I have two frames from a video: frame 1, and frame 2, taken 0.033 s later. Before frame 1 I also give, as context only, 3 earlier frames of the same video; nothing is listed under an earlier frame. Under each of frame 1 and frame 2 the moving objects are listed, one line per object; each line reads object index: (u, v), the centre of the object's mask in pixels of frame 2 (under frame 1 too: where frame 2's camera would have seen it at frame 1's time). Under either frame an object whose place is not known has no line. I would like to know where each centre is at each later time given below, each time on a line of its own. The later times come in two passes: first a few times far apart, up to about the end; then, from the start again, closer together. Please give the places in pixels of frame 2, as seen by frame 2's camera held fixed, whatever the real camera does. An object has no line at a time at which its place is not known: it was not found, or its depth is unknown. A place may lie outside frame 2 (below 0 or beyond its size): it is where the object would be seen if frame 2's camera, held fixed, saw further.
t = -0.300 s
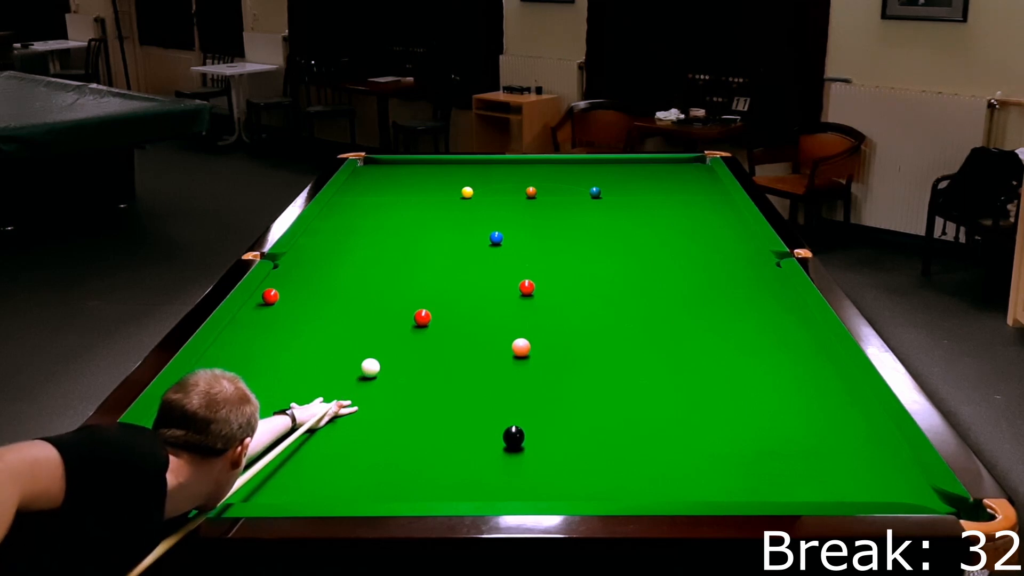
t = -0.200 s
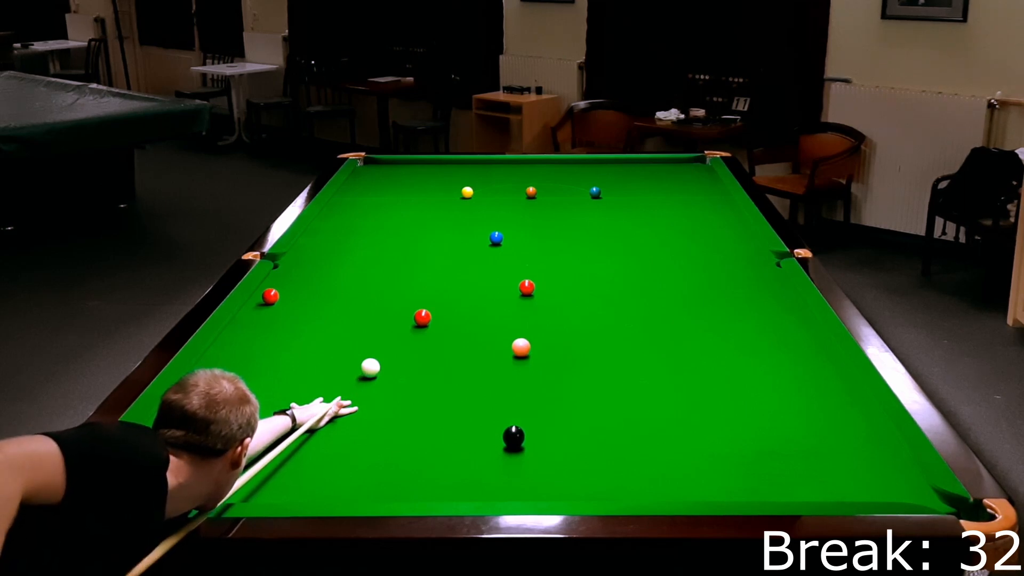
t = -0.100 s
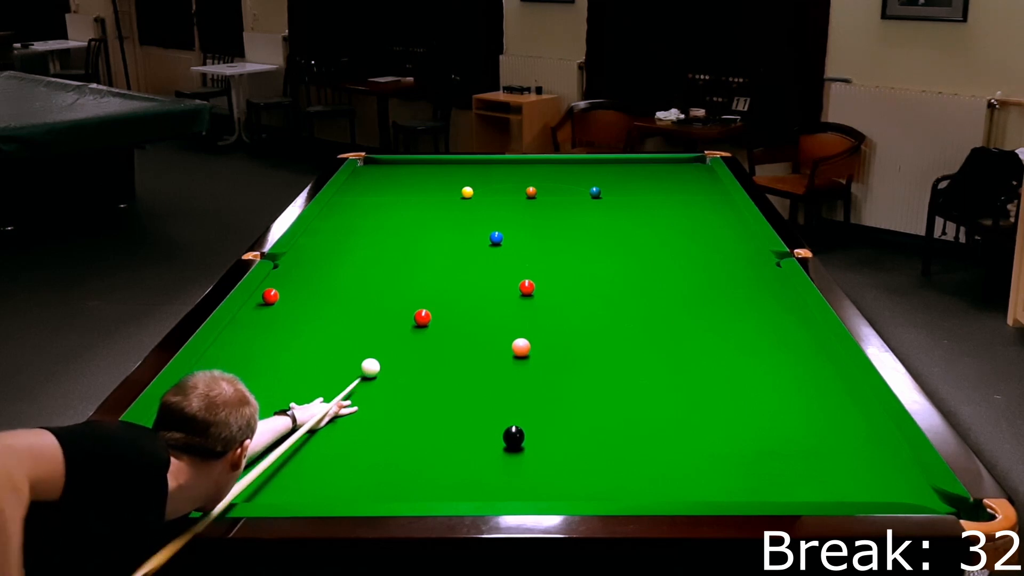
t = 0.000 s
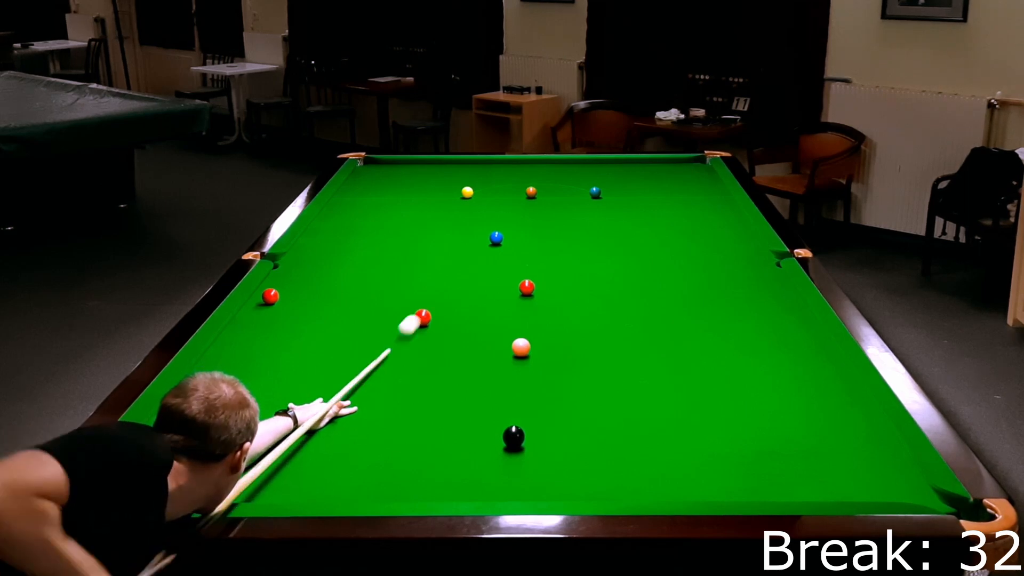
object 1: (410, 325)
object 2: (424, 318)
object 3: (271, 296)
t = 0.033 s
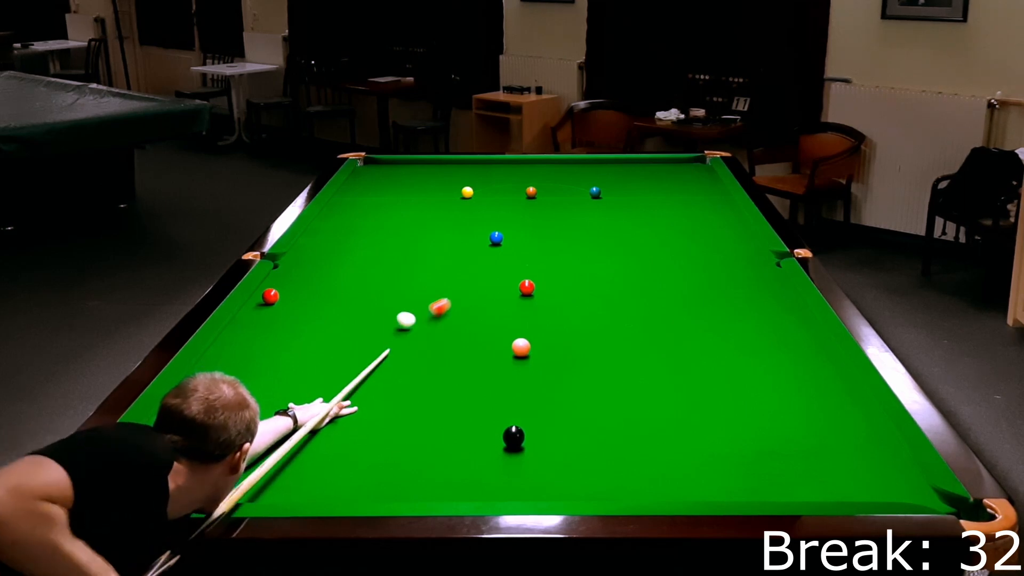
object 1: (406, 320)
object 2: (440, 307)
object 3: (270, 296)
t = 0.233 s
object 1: (359, 310)
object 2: (547, 249)
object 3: (270, 296)
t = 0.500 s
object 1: (308, 302)
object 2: (639, 199)
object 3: (271, 296)
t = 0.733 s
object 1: (280, 299)
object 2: (692, 170)
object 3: (261, 294)
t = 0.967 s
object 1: (267, 298)
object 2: (706, 170)
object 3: (285, 290)
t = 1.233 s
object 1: (258, 298)
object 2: (718, 191)
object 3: (309, 286)
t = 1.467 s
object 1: (262, 298)
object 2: (729, 208)
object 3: (327, 283)
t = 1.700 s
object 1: (265, 299)
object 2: (743, 227)
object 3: (345, 280)
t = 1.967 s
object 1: (267, 299)
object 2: (760, 250)
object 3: (363, 277)
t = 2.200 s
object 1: (268, 299)
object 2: (773, 272)
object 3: (378, 274)
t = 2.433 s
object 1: (267, 299)
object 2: (775, 296)
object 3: (391, 272)
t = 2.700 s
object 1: (267, 299)
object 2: (778, 328)
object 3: (404, 270)
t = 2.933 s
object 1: (267, 299)
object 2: (780, 360)
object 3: (415, 268)
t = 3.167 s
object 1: (267, 299)
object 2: (784, 397)
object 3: (424, 266)
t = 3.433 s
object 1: (267, 299)
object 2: (788, 447)
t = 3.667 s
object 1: (267, 299)
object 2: (791, 493)
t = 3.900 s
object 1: (267, 299)
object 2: (764, 466)
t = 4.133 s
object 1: (267, 299)
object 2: (742, 440)
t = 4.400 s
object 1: (268, 299)
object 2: (719, 414)
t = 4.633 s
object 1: (267, 299)
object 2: (701, 394)
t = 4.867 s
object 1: (267, 299)
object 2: (685, 376)
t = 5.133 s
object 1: (267, 299)
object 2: (669, 358)
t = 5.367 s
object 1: (267, 299)
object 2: (657, 344)
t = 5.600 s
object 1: (267, 299)
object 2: (646, 332)
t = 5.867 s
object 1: (267, 299)
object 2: (635, 319)
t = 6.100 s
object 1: (267, 299)
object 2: (626, 309)
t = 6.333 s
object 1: (267, 299)
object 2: (618, 301)
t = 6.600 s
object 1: (267, 299)
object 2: (609, 291)
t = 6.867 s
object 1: (267, 299)
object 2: (602, 284)
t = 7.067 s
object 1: (267, 299)
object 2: (597, 278)
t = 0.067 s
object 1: (397, 318)
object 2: (461, 295)
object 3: (271, 296)
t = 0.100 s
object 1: (389, 316)
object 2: (481, 285)
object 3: (271, 296)
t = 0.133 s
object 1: (380, 314)
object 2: (499, 275)
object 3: (270, 296)
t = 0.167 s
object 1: (373, 313)
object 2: (516, 266)
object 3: (270, 296)
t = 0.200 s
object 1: (366, 311)
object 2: (532, 257)
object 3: (271, 296)
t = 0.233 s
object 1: (359, 310)
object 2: (547, 249)
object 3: (270, 296)
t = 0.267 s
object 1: (352, 309)
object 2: (561, 241)
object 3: (270, 296)
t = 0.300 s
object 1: (346, 308)
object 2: (574, 234)
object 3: (271, 296)
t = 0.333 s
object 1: (339, 307)
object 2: (587, 227)
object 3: (270, 296)
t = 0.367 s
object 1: (333, 306)
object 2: (598, 221)
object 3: (271, 296)
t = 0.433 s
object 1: (320, 304)
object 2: (620, 209)
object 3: (270, 296)
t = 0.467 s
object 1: (314, 303)
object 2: (629, 204)
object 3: (270, 296)
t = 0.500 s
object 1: (308, 302)
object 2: (639, 199)
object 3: (271, 296)
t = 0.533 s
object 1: (302, 301)
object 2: (648, 194)
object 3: (270, 296)
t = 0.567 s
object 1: (296, 300)
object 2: (656, 190)
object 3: (270, 296)
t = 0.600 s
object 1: (290, 299)
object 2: (664, 185)
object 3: (271, 296)
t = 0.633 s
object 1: (284, 299)
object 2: (671, 181)
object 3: (269, 296)
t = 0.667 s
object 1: (283, 299)
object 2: (678, 177)
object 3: (266, 296)
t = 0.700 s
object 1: (281, 299)
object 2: (685, 173)
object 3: (262, 294)
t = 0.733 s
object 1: (280, 299)
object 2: (692, 170)
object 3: (261, 294)
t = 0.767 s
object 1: (278, 299)
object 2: (699, 166)
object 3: (264, 293)
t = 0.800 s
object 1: (276, 299)
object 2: (704, 163)
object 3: (267, 290)
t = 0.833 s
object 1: (274, 299)
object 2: (697, 160)
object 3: (272, 288)
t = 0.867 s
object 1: (272, 299)
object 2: (696, 161)
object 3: (277, 288)
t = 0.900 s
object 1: (270, 298)
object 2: (699, 164)
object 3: (280, 289)
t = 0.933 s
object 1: (269, 298)
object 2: (702, 167)
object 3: (282, 290)
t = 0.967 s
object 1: (267, 298)
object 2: (706, 170)
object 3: (285, 290)
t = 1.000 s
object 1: (265, 298)
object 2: (709, 172)
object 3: (288, 289)
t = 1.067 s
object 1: (262, 298)
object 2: (713, 178)
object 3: (294, 288)
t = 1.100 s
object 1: (260, 298)
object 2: (714, 181)
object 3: (297, 288)
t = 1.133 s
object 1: (258, 298)
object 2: (715, 183)
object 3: (300, 287)
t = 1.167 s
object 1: (257, 298)
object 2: (715, 186)
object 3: (303, 287)
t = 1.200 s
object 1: (257, 298)
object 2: (716, 189)
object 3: (306, 286)
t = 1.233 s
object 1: (258, 298)
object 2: (718, 191)
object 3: (309, 286)
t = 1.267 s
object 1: (259, 298)
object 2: (719, 194)
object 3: (311, 285)
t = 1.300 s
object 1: (260, 298)
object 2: (720, 196)
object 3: (314, 285)
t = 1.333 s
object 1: (260, 298)
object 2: (722, 199)
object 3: (317, 284)
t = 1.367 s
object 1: (261, 298)
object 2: (723, 201)
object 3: (320, 284)
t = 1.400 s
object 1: (261, 298)
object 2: (725, 204)
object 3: (323, 283)
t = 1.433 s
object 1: (262, 298)
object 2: (727, 206)
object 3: (325, 283)
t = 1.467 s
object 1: (262, 298)
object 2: (729, 208)
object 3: (327, 283)
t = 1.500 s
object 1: (263, 298)
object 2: (731, 211)
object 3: (330, 282)
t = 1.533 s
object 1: (263, 298)
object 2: (732, 213)
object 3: (333, 282)
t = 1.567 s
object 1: (264, 299)
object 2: (735, 216)
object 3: (335, 281)
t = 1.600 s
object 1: (264, 299)
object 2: (736, 219)
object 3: (338, 281)
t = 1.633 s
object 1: (265, 299)
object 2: (738, 221)
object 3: (340, 280)
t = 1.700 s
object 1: (265, 299)
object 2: (743, 227)
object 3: (345, 280)
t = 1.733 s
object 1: (266, 299)
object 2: (745, 229)
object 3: (348, 279)
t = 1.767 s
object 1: (266, 299)
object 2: (747, 232)
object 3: (350, 279)
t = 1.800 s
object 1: (266, 299)
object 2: (749, 235)
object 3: (352, 278)
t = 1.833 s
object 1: (266, 299)
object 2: (751, 238)
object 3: (354, 278)
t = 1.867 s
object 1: (267, 299)
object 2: (753, 241)
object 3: (357, 278)
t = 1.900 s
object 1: (267, 299)
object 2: (755, 244)
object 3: (359, 277)
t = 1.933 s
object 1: (267, 299)
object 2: (758, 247)
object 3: (361, 277)
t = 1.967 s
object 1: (267, 299)
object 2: (760, 250)
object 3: (363, 277)
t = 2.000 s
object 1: (268, 299)
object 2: (763, 253)
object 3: (365, 276)
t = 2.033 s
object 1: (267, 299)
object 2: (765, 256)
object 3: (368, 276)
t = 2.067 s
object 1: (268, 299)
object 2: (767, 259)
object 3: (370, 275)
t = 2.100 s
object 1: (268, 299)
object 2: (770, 262)
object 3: (372, 275)
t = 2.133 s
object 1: (268, 299)
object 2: (772, 266)
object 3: (374, 275)
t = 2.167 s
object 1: (268, 298)
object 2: (772, 269)
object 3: (376, 275)
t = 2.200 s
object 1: (268, 299)
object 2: (773, 272)
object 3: (378, 274)
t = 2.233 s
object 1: (268, 299)
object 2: (773, 275)
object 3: (380, 274)
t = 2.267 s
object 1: (267, 299)
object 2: (773, 279)
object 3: (382, 273)
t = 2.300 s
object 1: (268, 299)
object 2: (773, 282)
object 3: (384, 273)
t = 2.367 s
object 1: (267, 299)
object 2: (774, 289)
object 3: (387, 273)
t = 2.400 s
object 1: (267, 299)
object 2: (774, 293)
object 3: (389, 272)
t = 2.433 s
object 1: (267, 299)
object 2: (775, 296)
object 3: (391, 272)
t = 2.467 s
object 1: (267, 299)
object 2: (775, 300)
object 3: (393, 272)
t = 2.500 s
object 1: (267, 299)
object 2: (775, 304)
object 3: (395, 271)
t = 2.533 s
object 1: (267, 299)
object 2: (776, 308)
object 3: (396, 271)
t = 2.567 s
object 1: (267, 299)
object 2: (776, 312)
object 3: (398, 271)
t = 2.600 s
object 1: (267, 299)
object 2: (777, 316)
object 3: (400, 271)
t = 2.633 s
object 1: (267, 299)
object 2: (777, 320)
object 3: (401, 270)
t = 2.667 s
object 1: (267, 299)
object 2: (777, 324)
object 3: (403, 270)
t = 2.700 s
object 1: (267, 299)
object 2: (778, 328)
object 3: (404, 270)
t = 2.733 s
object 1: (267, 299)
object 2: (778, 333)
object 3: (406, 269)
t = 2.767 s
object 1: (267, 299)
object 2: (778, 337)
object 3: (408, 269)
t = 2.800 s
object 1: (267, 299)
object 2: (779, 342)
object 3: (409, 269)
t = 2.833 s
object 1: (267, 299)
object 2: (779, 346)
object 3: (410, 269)
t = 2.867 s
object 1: (268, 299)
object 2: (780, 351)
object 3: (412, 268)
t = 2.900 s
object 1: (267, 299)
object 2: (780, 355)
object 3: (413, 268)
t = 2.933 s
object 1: (267, 299)
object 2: (780, 360)
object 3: (415, 268)
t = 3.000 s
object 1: (267, 299)
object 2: (781, 371)
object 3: (418, 268)
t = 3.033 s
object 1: (267, 299)
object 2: (782, 376)
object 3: (419, 267)
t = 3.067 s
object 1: (267, 299)
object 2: (782, 381)
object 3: (420, 267)
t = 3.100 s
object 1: (267, 299)
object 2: (783, 386)
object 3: (421, 267)
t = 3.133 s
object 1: (267, 299)
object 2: (783, 392)
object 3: (423, 267)
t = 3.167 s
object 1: (267, 299)
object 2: (784, 397)
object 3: (424, 266)
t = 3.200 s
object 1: (267, 299)
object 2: (784, 403)
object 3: (425, 266)
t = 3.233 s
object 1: (267, 299)
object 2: (785, 409)
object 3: (426, 266)
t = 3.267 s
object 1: (268, 299)
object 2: (785, 415)
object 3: (427, 266)
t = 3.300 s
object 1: (267, 299)
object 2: (786, 421)
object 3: (429, 265)
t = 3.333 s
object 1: (267, 299)
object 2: (786, 427)
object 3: (430, 265)
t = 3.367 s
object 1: (267, 299)
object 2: (787, 434)
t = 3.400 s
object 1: (268, 299)
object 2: (787, 440)
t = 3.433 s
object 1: (267, 299)
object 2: (788, 447)
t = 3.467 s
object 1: (267, 299)
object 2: (789, 454)
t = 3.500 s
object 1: (267, 299)
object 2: (789, 461)
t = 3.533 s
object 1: (267, 299)
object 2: (789, 468)
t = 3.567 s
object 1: (267, 299)
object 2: (790, 475)
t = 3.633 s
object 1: (267, 299)
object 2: (791, 489)
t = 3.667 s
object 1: (267, 299)
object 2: (791, 493)
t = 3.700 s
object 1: (268, 299)
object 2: (789, 493)
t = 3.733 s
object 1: (267, 299)
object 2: (784, 489)
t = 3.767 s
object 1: (267, 299)
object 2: (780, 485)
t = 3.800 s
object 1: (268, 299)
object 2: (776, 480)
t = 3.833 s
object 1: (268, 299)
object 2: (772, 474)
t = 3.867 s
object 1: (267, 299)
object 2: (768, 470)
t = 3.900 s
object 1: (267, 299)
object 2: (764, 466)
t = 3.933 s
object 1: (267, 299)
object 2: (761, 462)
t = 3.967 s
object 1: (267, 299)
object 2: (758, 458)
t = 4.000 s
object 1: (267, 299)
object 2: (754, 454)
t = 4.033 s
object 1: (268, 299)
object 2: (751, 450)
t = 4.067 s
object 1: (267, 299)
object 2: (748, 447)
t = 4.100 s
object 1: (268, 299)
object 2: (745, 443)
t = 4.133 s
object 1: (267, 299)
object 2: (742, 440)
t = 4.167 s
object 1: (268, 299)
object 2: (738, 436)
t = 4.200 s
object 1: (267, 299)
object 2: (735, 433)
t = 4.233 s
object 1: (267, 299)
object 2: (732, 429)
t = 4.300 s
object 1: (267, 299)
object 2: (727, 423)
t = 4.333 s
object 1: (267, 299)
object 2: (724, 420)
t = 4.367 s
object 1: (267, 299)
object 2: (721, 417)
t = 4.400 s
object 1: (268, 299)
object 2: (719, 414)
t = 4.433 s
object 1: (267, 299)
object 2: (716, 411)
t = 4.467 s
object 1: (267, 299)
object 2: (713, 408)
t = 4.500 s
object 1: (267, 299)
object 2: (711, 405)
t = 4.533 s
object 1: (267, 299)
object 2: (708, 402)
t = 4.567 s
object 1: (267, 299)
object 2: (706, 399)
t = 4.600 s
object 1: (267, 299)
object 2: (703, 397)
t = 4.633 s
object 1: (267, 299)
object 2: (701, 394)
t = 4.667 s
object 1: (267, 299)
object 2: (699, 391)
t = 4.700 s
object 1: (267, 299)
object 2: (696, 389)
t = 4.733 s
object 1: (267, 299)
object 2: (694, 386)
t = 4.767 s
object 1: (267, 299)
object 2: (692, 383)
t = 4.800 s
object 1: (267, 299)
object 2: (690, 381)
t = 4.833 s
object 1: (267, 299)
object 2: (687, 378)
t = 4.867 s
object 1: (267, 299)
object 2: (685, 376)
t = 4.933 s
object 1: (267, 299)
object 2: (681, 371)
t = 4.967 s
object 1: (267, 299)
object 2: (679, 369)
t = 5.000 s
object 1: (267, 299)
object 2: (677, 367)
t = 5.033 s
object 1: (267, 299)
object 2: (675, 365)
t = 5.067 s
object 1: (267, 299)
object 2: (673, 363)
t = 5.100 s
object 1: (267, 299)
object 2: (671, 360)
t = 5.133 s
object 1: (267, 299)
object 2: (669, 358)
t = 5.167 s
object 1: (267, 299)
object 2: (668, 356)
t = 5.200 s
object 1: (267, 299)
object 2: (666, 354)
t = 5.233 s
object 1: (267, 299)
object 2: (664, 352)
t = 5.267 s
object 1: (267, 299)
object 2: (662, 350)
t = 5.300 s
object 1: (267, 299)
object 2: (660, 348)
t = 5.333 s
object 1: (267, 299)
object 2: (659, 346)
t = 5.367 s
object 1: (267, 299)
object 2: (657, 344)
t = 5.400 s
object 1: (267, 299)
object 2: (655, 343)
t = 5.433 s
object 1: (267, 299)
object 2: (654, 341)
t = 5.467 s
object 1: (267, 299)
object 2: (652, 339)
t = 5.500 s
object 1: (267, 299)
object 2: (651, 337)
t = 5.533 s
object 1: (267, 299)
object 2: (649, 335)
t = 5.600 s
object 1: (267, 299)
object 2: (646, 332)
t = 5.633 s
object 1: (267, 299)
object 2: (645, 330)
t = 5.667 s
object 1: (267, 299)
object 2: (643, 329)
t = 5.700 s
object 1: (267, 299)
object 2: (642, 327)
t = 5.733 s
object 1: (267, 299)
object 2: (640, 325)
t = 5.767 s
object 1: (267, 299)
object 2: (639, 324)
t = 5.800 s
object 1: (267, 299)
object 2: (638, 322)
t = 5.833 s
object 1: (267, 299)
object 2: (636, 321)
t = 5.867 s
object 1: (267, 299)
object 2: (635, 319)
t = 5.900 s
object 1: (267, 299)
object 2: (634, 318)
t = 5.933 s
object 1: (267, 299)
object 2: (633, 316)
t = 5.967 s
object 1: (267, 299)
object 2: (631, 315)
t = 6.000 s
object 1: (267, 299)
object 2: (630, 314)
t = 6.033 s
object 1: (267, 299)
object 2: (629, 312)
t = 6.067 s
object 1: (267, 299)
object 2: (627, 311)
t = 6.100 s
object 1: (267, 299)
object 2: (626, 309)
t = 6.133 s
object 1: (267, 299)
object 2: (625, 308)
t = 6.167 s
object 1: (267, 299)
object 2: (624, 307)
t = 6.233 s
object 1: (267, 299)
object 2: (621, 304)
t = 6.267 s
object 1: (267, 299)
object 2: (620, 303)
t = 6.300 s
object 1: (267, 299)
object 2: (619, 302)
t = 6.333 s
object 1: (267, 299)
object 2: (618, 301)
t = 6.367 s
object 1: (267, 299)
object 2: (617, 299)
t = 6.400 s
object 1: (267, 299)
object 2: (616, 298)
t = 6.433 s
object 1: (267, 299)
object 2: (615, 297)
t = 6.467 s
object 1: (267, 299)
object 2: (614, 296)
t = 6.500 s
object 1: (267, 299)
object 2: (613, 295)
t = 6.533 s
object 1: (267, 299)
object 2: (611, 293)
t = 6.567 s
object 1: (267, 299)
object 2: (610, 292)
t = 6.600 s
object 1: (267, 299)
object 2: (609, 291)
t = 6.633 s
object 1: (267, 299)
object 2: (609, 290)
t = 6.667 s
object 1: (267, 299)
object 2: (607, 289)
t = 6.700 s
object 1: (267, 299)
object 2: (607, 288)
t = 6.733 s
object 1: (267, 299)
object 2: (606, 287)
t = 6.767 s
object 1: (267, 299)
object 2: (605, 286)
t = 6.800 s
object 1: (267, 299)
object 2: (604, 285)
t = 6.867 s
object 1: (267, 299)
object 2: (602, 284)
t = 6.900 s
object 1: (267, 299)
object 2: (601, 282)
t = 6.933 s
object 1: (267, 299)
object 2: (600, 281)
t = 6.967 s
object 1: (268, 299)
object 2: (599, 281)
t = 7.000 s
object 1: (267, 299)
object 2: (598, 280)
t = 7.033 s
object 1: (267, 299)
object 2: (598, 279)
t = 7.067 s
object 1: (267, 299)
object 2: (597, 278)
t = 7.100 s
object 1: (267, 299)
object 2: (596, 277)
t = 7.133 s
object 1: (267, 299)
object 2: (595, 276)
